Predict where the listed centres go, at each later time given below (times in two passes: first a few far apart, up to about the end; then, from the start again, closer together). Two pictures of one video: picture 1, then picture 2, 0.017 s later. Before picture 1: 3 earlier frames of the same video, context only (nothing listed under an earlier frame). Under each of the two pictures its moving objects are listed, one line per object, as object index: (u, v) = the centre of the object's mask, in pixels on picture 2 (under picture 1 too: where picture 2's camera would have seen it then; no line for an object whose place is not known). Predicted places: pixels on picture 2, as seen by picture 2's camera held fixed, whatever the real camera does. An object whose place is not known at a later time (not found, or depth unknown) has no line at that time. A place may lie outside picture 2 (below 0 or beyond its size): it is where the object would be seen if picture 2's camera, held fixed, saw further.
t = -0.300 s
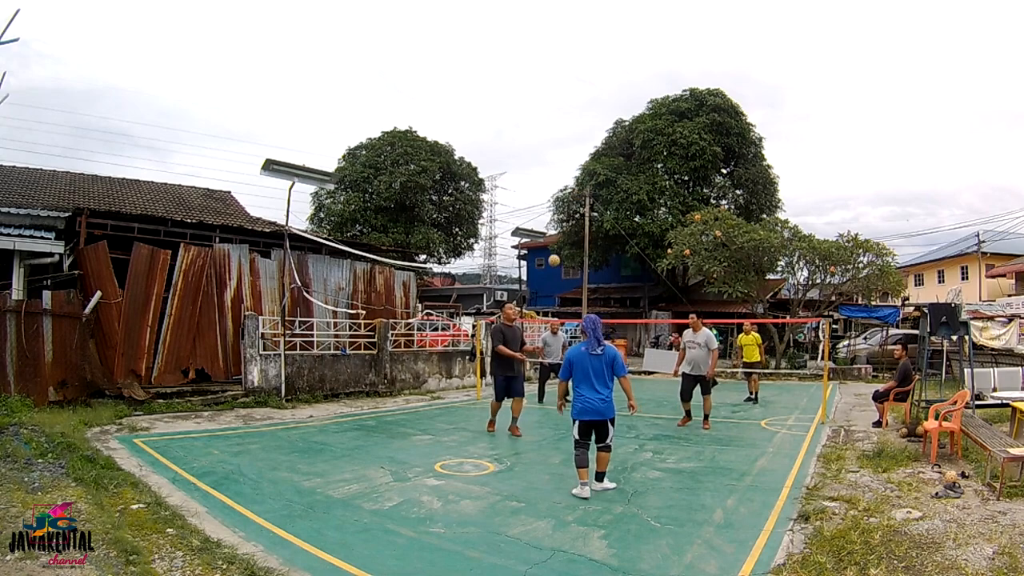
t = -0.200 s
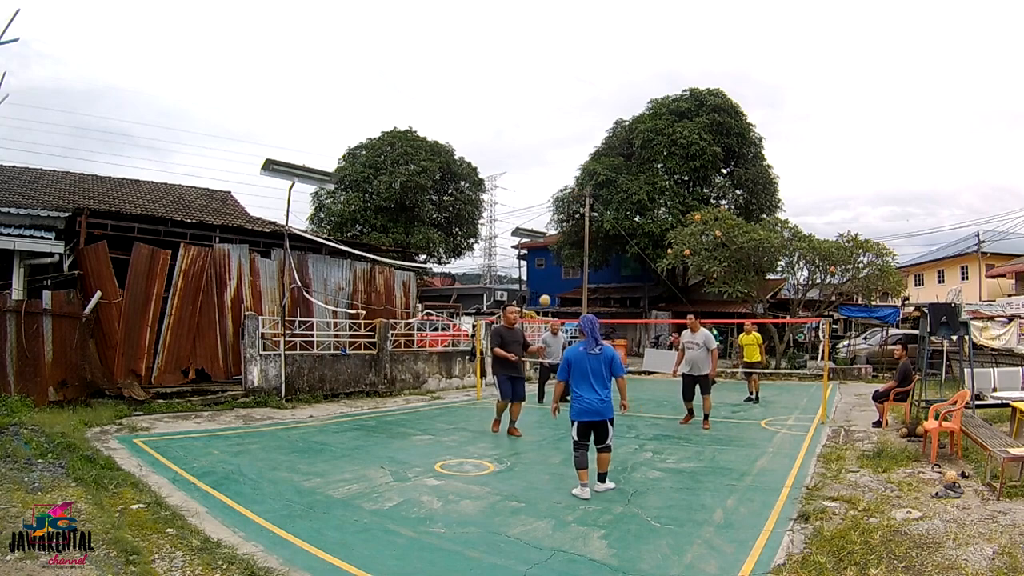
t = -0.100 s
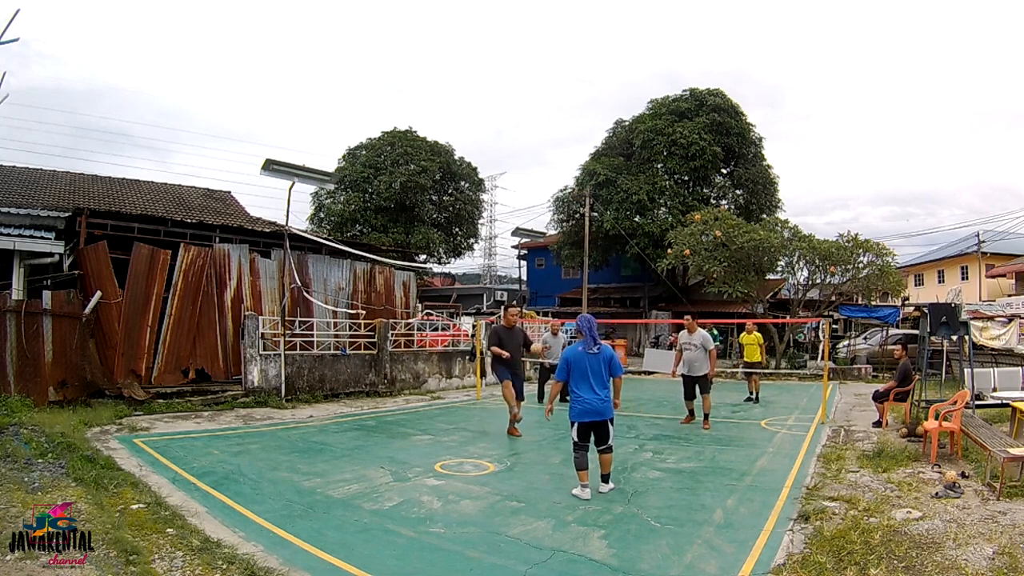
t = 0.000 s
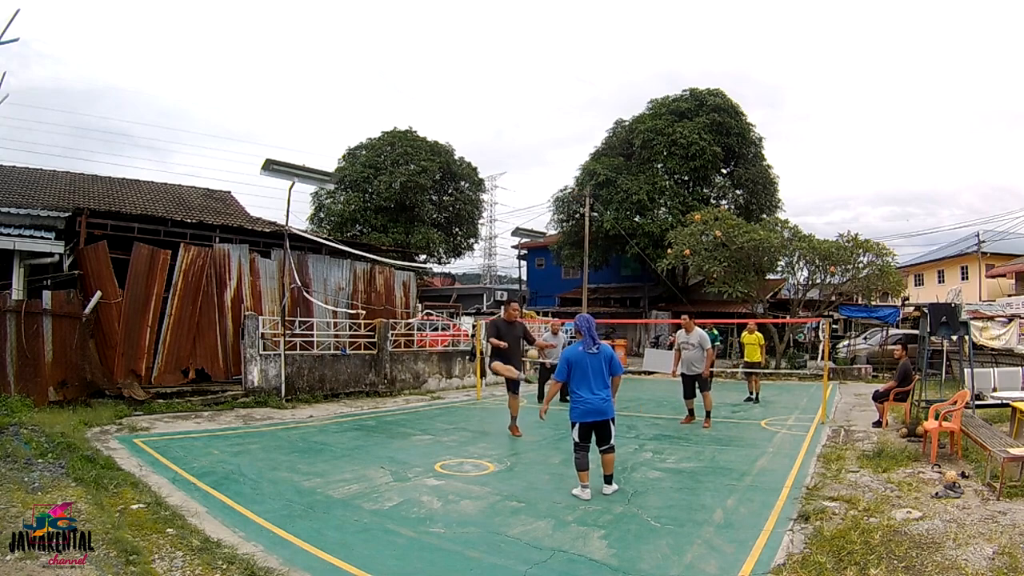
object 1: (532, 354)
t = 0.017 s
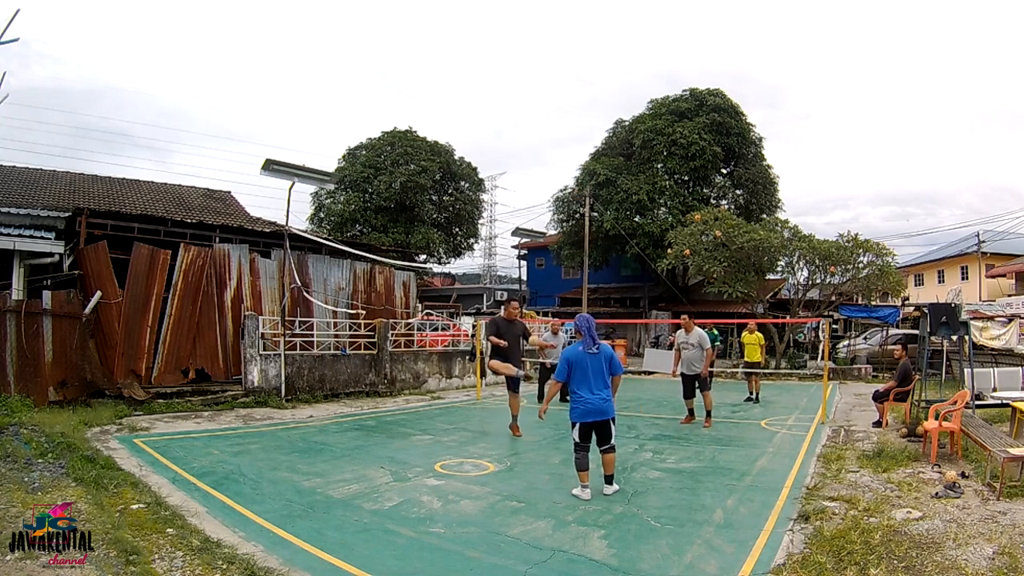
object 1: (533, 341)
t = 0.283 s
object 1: (551, 168)
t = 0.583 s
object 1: (566, 70)
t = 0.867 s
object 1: (579, 41)
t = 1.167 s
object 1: (592, 62)
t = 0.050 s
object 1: (536, 314)
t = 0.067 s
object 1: (537, 301)
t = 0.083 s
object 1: (538, 289)
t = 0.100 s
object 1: (539, 277)
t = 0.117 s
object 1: (541, 266)
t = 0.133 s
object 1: (542, 254)
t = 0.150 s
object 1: (543, 243)
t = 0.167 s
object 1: (544, 233)
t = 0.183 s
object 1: (545, 223)
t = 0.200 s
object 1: (546, 213)
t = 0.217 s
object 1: (547, 203)
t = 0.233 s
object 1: (548, 195)
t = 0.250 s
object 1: (549, 185)
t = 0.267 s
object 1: (550, 177)
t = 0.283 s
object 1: (551, 168)
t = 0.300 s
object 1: (552, 161)
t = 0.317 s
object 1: (553, 153)
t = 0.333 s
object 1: (554, 146)
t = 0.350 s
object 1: (555, 139)
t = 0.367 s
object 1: (555, 132)
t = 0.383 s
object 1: (556, 126)
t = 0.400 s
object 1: (557, 120)
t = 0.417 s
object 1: (558, 114)
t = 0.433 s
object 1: (559, 109)
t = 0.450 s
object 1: (560, 103)
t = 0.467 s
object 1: (560, 98)
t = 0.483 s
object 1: (561, 94)
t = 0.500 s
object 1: (562, 89)
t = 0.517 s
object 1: (563, 85)
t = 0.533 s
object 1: (564, 81)
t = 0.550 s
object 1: (565, 77)
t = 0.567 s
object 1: (565, 73)
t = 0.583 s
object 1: (566, 70)
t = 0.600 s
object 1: (567, 67)
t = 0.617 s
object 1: (568, 64)
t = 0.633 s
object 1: (569, 61)
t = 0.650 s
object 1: (569, 58)
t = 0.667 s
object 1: (570, 56)
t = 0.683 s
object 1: (571, 54)
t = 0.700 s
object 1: (572, 52)
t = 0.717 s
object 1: (572, 50)
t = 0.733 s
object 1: (573, 48)
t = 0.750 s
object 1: (574, 46)
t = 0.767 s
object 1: (575, 45)
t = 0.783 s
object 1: (575, 44)
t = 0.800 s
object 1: (576, 43)
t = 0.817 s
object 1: (577, 42)
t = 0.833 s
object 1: (577, 42)
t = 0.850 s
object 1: (578, 41)
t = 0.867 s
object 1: (579, 41)
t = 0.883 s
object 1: (580, 41)
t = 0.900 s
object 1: (580, 41)
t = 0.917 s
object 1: (581, 41)
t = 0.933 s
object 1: (582, 41)
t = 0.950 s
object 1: (582, 41)
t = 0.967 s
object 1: (583, 42)
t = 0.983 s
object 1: (584, 43)
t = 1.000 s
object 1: (585, 44)
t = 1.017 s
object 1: (586, 45)
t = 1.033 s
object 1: (586, 46)
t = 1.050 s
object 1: (587, 48)
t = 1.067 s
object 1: (588, 49)
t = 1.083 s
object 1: (588, 51)
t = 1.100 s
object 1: (589, 53)
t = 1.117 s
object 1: (590, 55)
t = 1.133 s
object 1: (591, 57)
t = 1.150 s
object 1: (592, 59)
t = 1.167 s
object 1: (592, 62)
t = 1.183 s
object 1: (593, 64)
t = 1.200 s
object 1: (594, 67)
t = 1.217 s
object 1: (594, 70)
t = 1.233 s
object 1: (595, 73)
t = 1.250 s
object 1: (596, 77)
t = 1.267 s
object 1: (597, 80)
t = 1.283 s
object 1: (598, 84)
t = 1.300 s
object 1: (598, 88)
